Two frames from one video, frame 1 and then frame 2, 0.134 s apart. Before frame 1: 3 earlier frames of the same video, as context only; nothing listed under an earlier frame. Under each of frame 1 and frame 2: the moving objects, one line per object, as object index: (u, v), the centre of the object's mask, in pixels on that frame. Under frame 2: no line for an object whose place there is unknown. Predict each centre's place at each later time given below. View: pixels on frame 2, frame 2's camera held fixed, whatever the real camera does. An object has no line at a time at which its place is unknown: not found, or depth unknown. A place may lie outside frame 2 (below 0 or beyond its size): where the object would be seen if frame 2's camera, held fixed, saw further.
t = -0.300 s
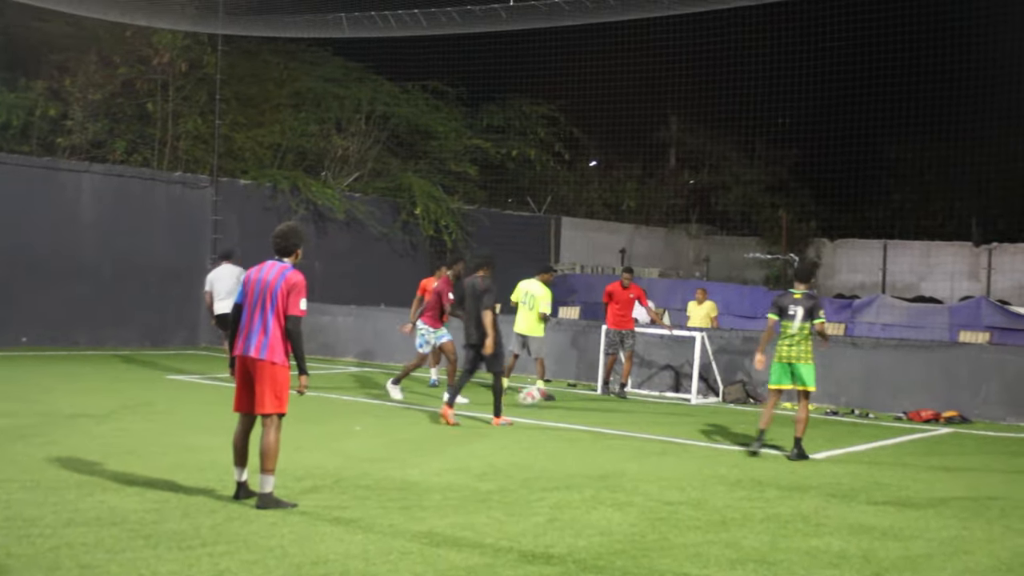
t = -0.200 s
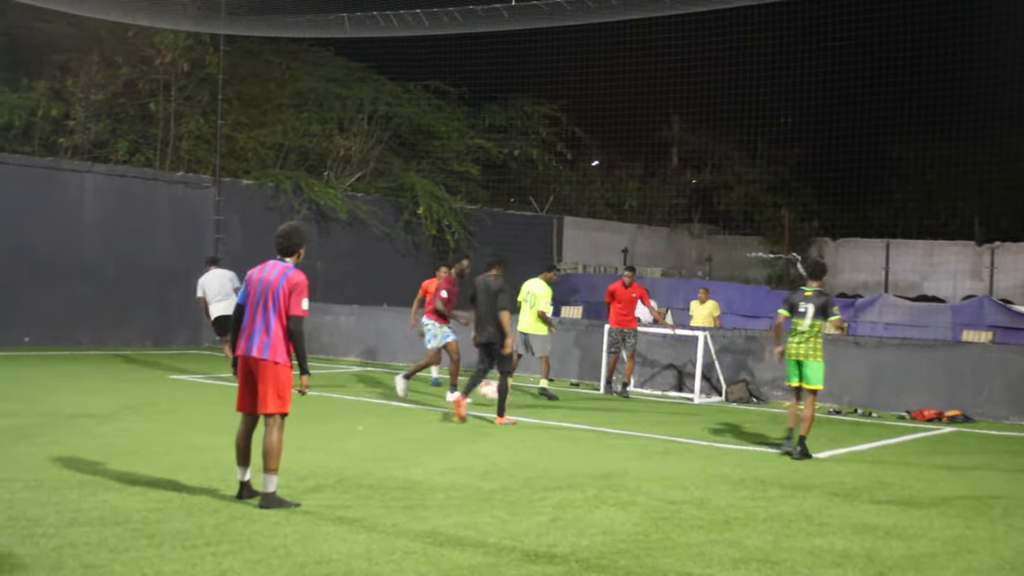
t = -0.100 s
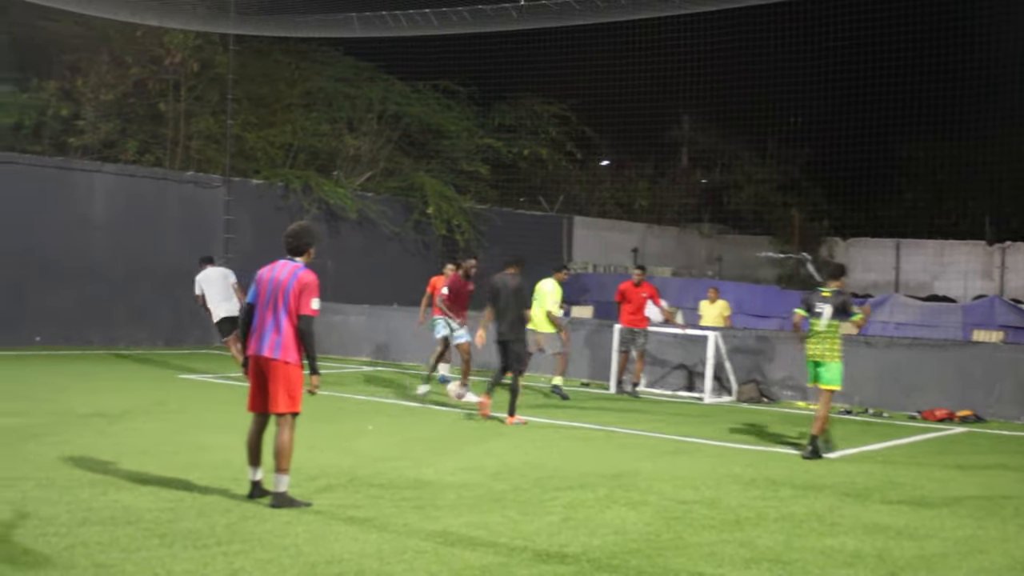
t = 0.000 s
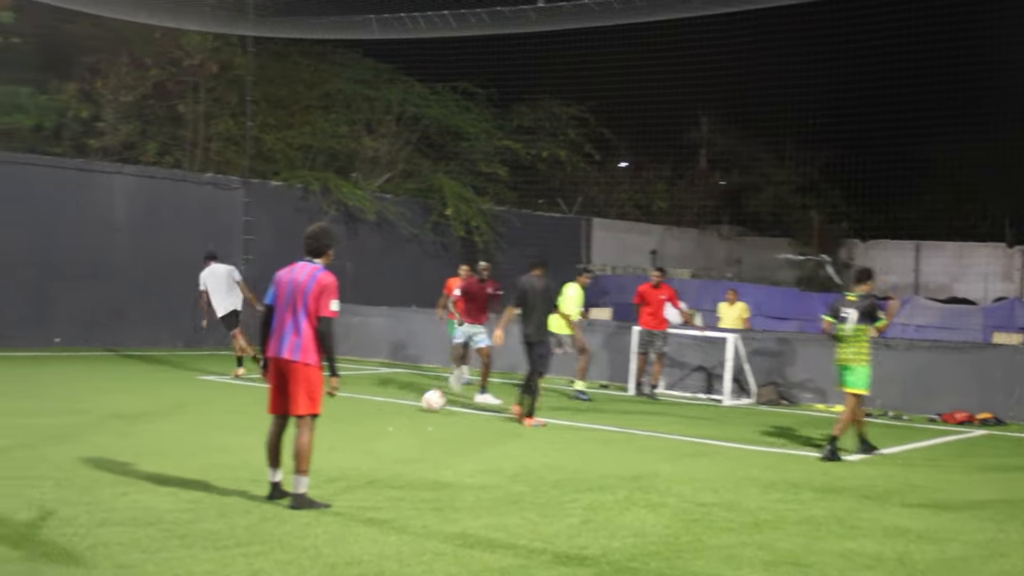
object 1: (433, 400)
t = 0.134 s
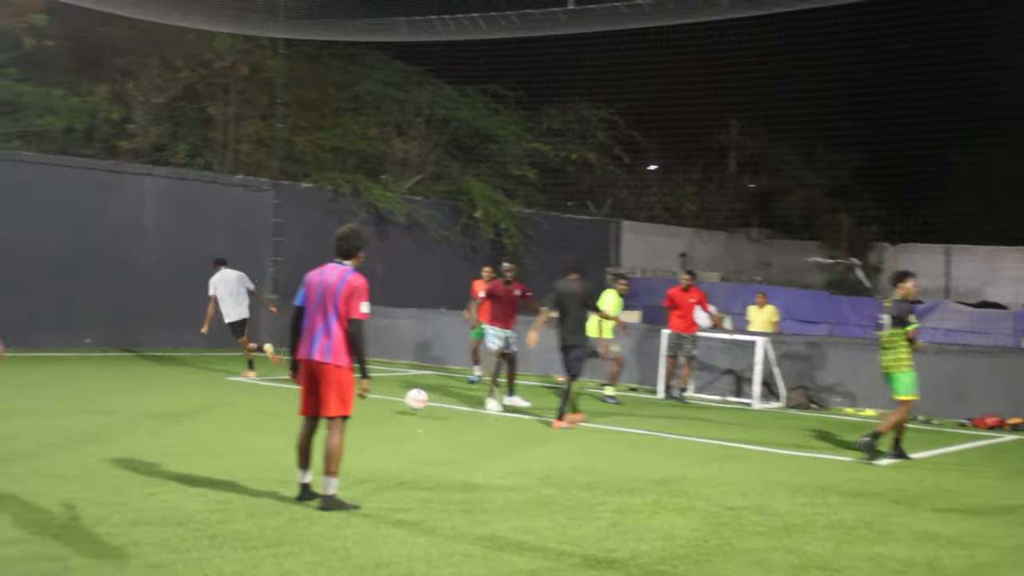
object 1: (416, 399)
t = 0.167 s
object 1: (406, 399)
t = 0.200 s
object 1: (395, 400)
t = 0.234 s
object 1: (383, 403)
